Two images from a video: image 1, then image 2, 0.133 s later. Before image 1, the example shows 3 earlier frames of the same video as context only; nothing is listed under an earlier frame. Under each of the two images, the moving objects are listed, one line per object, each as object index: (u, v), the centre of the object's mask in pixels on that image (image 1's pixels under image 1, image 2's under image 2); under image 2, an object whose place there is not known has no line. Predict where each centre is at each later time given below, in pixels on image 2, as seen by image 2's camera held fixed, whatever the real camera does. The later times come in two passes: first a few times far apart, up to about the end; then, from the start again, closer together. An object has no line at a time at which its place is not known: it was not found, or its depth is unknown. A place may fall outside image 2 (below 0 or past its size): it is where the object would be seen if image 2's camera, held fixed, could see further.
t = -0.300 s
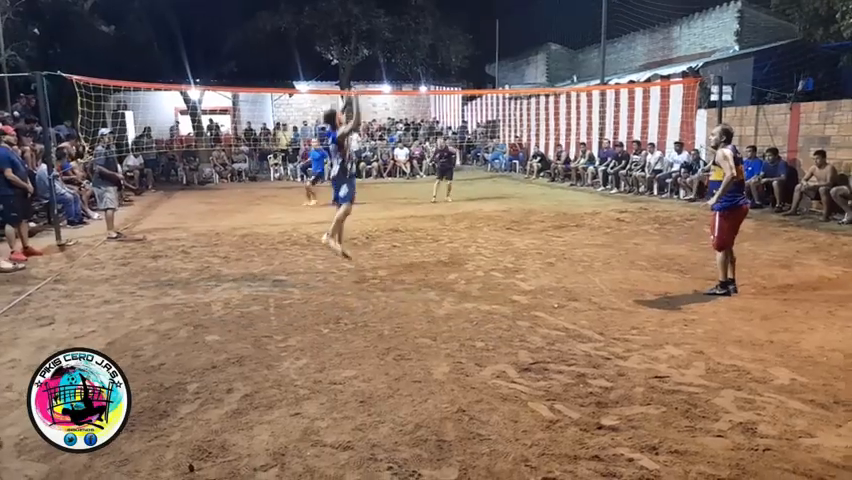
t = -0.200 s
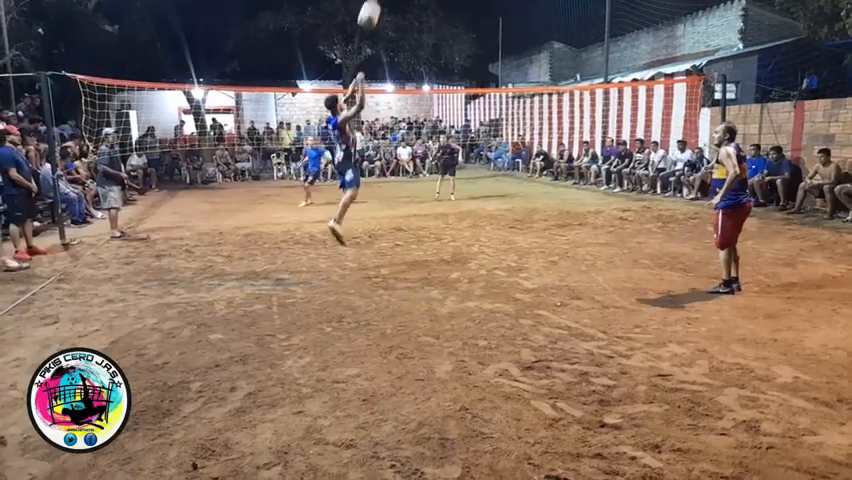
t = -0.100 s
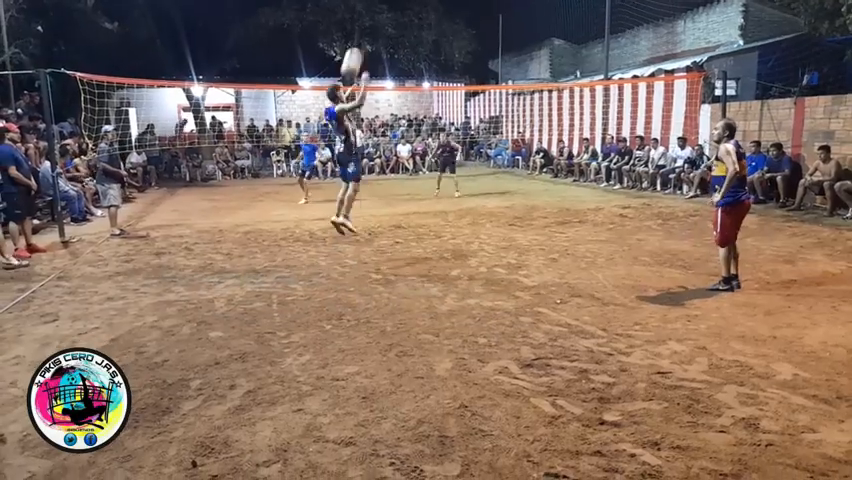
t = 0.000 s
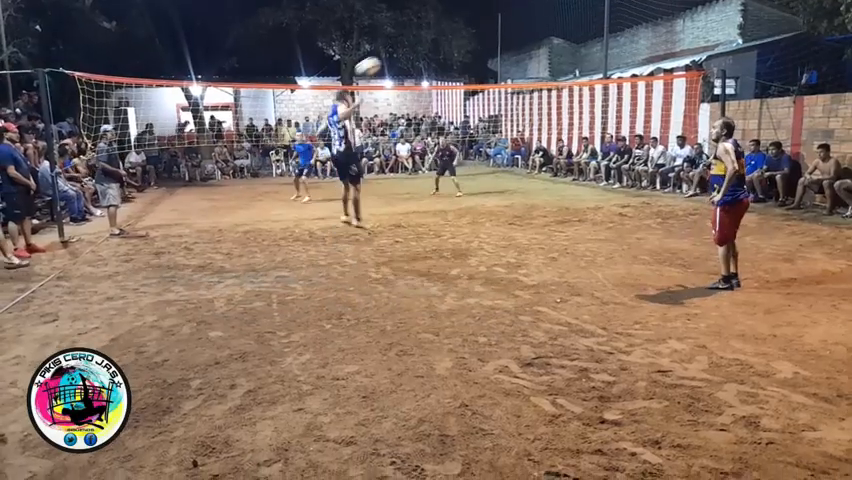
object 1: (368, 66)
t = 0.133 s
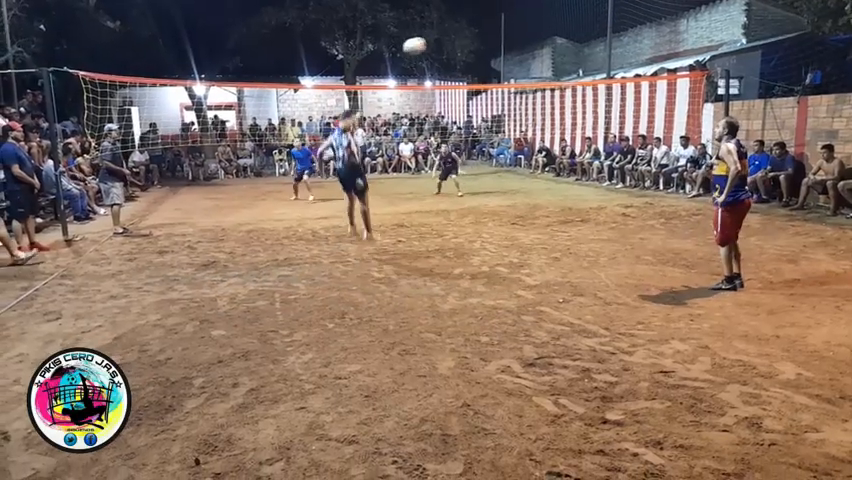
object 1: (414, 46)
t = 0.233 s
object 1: (442, 40)
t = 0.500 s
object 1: (498, 61)
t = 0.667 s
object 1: (524, 90)
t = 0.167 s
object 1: (424, 43)
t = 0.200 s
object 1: (433, 41)
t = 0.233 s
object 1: (442, 40)
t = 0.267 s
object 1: (451, 41)
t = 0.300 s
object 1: (459, 42)
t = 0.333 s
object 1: (466, 43)
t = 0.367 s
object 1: (474, 46)
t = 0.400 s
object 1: (480, 49)
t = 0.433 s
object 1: (487, 52)
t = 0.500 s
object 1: (498, 61)
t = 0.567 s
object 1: (509, 71)
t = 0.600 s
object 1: (514, 76)
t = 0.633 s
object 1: (518, 80)
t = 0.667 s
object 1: (524, 90)
